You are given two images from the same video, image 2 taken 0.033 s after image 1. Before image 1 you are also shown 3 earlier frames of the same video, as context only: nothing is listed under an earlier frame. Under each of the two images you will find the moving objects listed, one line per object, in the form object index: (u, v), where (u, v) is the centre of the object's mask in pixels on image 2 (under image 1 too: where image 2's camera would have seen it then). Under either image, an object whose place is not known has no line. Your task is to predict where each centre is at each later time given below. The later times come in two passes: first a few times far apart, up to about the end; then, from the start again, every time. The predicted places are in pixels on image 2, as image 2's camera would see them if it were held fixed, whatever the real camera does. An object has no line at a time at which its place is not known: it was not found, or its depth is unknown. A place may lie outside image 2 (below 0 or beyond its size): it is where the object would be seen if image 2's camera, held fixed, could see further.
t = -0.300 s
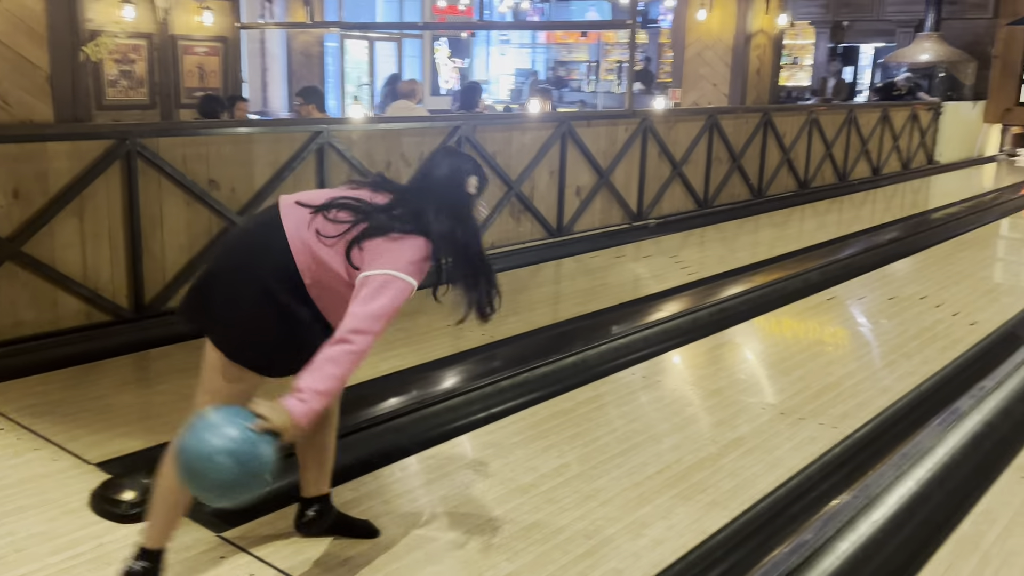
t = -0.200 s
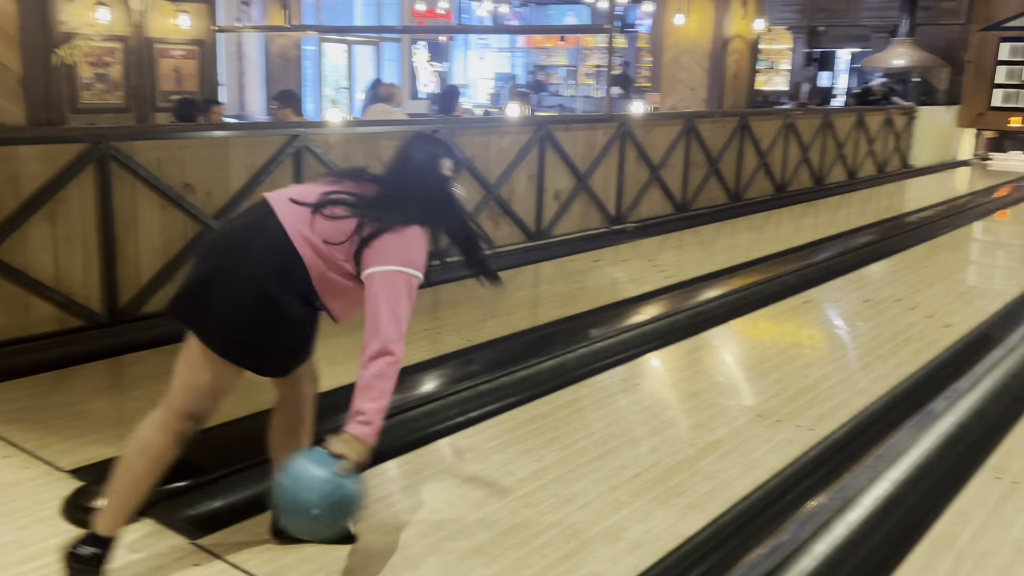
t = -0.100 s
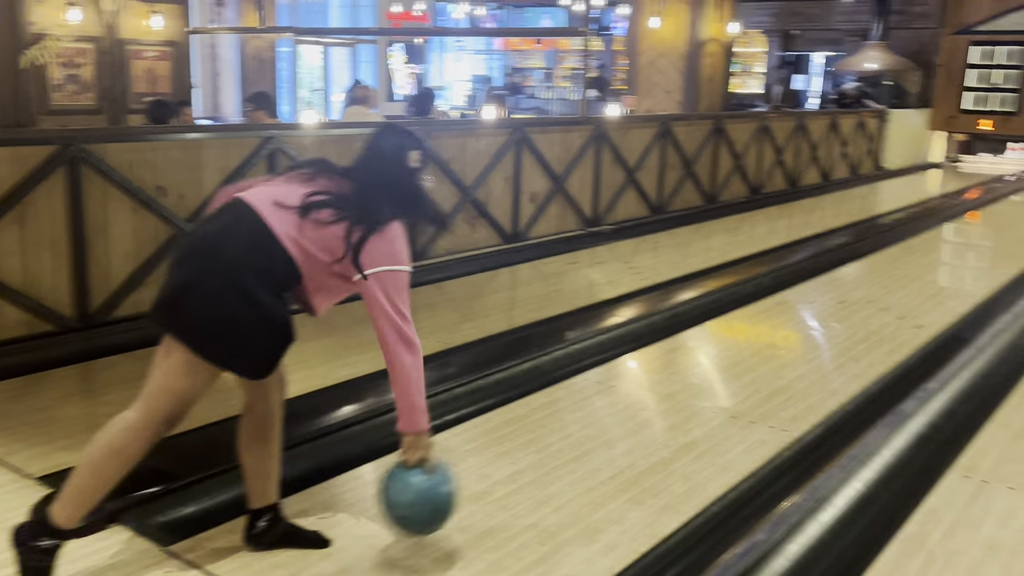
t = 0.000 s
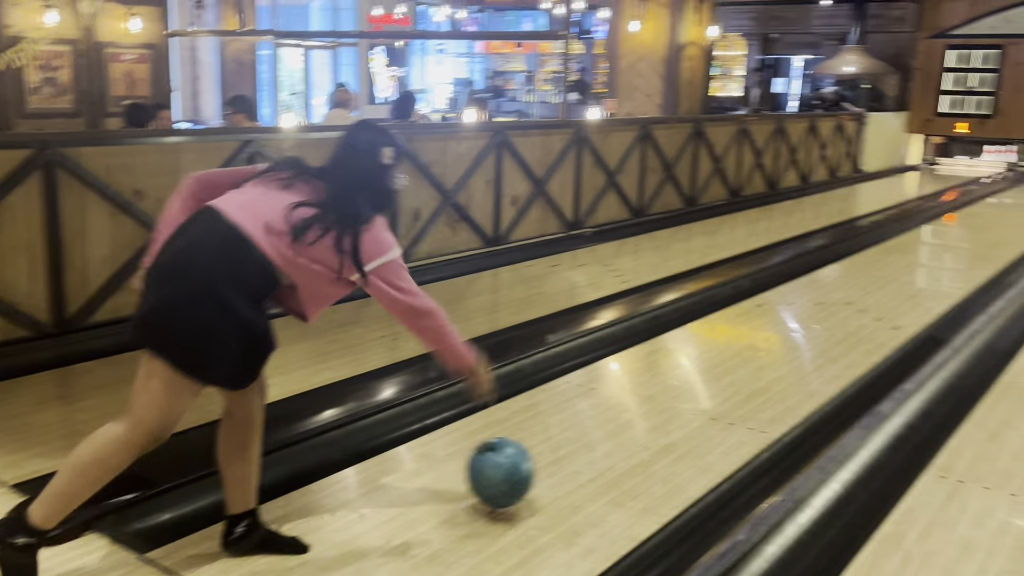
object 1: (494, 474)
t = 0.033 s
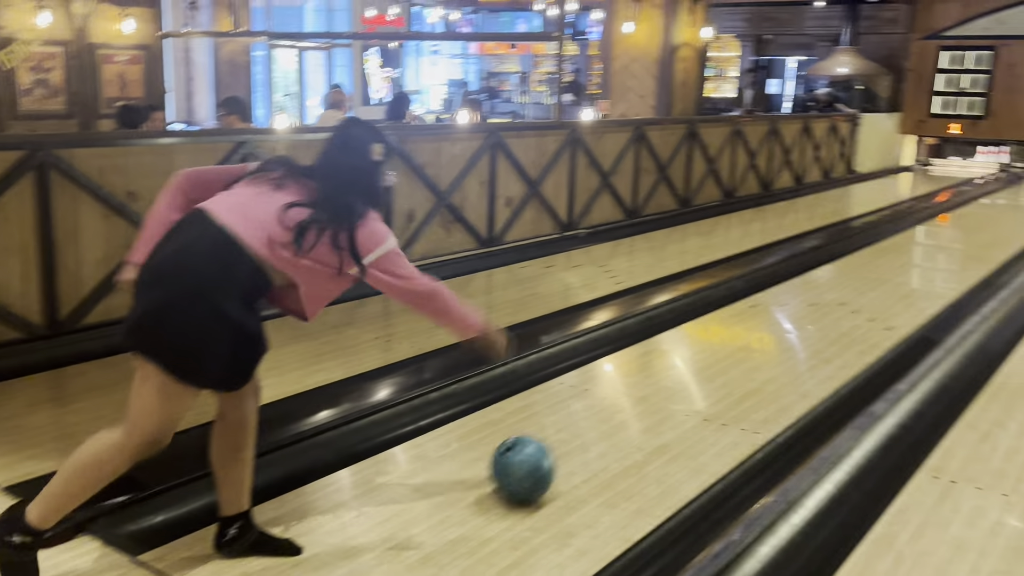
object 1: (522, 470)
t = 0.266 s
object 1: (672, 391)
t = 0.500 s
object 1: (765, 342)
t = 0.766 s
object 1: (834, 305)
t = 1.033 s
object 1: (879, 279)
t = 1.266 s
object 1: (906, 262)
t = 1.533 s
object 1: (929, 248)
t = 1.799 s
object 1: (947, 236)
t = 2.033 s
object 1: (961, 227)
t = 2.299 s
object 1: (975, 218)
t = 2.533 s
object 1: (986, 212)
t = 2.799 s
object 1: (997, 205)
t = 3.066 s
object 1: (1007, 200)
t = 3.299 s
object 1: (1015, 194)
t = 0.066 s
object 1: (549, 452)
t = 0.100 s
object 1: (574, 437)
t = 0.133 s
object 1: (597, 427)
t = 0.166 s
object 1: (617, 420)
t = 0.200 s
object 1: (637, 409)
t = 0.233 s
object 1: (656, 400)
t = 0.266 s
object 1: (672, 391)
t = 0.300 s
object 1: (688, 383)
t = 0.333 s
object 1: (703, 375)
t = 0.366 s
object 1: (717, 367)
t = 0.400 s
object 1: (730, 360)
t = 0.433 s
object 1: (743, 354)
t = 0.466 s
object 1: (754, 348)
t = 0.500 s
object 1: (765, 342)
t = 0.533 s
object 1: (775, 336)
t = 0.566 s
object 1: (785, 331)
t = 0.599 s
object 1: (794, 326)
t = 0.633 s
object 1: (803, 321)
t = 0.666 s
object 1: (811, 317)
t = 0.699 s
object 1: (819, 312)
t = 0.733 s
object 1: (827, 308)
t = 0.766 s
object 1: (834, 305)
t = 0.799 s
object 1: (841, 301)
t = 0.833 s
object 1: (847, 297)
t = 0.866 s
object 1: (853, 294)
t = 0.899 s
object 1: (858, 290)
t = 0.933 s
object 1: (864, 287)
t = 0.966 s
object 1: (870, 284)
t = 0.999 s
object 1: (874, 282)
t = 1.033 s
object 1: (879, 279)
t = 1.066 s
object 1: (884, 276)
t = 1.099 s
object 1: (888, 273)
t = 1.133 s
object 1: (892, 271)
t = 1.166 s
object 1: (896, 269)
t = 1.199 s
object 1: (899, 266)
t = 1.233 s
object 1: (903, 264)
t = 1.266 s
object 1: (906, 262)
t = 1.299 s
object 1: (910, 260)
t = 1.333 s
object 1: (913, 258)
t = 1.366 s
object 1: (916, 256)
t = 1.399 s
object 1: (919, 254)
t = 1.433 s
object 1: (921, 253)
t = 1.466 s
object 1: (924, 251)
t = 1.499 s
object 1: (926, 249)
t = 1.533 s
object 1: (929, 248)
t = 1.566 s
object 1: (931, 246)
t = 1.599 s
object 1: (934, 244)
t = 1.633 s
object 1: (936, 243)
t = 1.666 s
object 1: (939, 241)
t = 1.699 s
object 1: (941, 240)
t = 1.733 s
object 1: (943, 239)
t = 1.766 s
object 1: (945, 237)
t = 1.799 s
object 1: (947, 236)
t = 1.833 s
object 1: (949, 235)
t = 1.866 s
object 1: (952, 233)
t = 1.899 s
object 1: (953, 232)
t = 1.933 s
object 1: (955, 231)
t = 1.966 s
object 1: (957, 229)
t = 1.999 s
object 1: (959, 228)
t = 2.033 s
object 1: (961, 227)
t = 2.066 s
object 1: (963, 226)
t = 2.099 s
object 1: (965, 225)
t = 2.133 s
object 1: (966, 223)
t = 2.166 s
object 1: (968, 222)
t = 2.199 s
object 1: (970, 221)
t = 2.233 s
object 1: (971, 221)
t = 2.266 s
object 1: (973, 219)
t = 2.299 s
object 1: (975, 218)
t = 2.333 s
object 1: (977, 217)
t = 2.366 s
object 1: (978, 216)
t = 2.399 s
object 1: (980, 215)
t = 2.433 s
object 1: (981, 215)
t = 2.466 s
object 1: (983, 214)
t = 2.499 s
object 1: (985, 213)
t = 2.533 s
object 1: (986, 212)
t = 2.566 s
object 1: (987, 211)
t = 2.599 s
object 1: (989, 210)
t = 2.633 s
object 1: (990, 209)
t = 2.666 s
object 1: (992, 208)
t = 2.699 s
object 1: (993, 208)
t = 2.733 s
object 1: (994, 207)
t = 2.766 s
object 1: (996, 206)
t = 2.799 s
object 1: (997, 205)
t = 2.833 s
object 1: (999, 205)
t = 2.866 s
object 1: (1000, 204)
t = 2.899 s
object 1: (1001, 203)
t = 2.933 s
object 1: (1002, 202)
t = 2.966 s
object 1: (1004, 202)
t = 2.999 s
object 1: (1005, 201)
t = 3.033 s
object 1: (1006, 200)
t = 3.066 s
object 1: (1007, 200)
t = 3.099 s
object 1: (1008, 199)
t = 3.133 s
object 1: (1010, 198)
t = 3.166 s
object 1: (1011, 197)
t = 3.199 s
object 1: (1012, 197)
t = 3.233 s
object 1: (1013, 196)
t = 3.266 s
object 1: (1014, 195)
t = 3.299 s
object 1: (1015, 194)
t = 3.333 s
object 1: (1016, 194)
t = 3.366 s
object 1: (1017, 193)
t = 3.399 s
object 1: (1019, 193)
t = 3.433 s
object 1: (1020, 192)
